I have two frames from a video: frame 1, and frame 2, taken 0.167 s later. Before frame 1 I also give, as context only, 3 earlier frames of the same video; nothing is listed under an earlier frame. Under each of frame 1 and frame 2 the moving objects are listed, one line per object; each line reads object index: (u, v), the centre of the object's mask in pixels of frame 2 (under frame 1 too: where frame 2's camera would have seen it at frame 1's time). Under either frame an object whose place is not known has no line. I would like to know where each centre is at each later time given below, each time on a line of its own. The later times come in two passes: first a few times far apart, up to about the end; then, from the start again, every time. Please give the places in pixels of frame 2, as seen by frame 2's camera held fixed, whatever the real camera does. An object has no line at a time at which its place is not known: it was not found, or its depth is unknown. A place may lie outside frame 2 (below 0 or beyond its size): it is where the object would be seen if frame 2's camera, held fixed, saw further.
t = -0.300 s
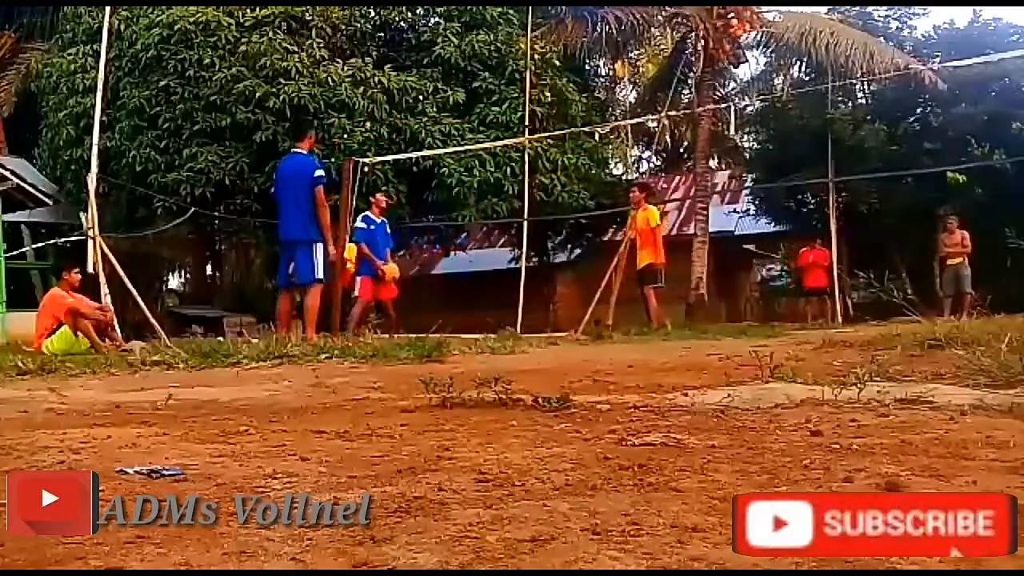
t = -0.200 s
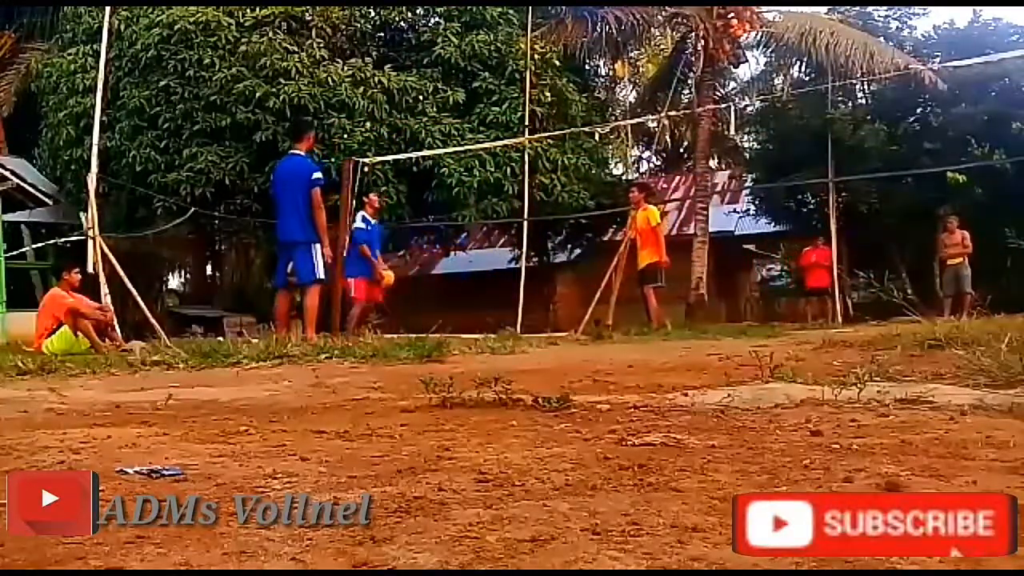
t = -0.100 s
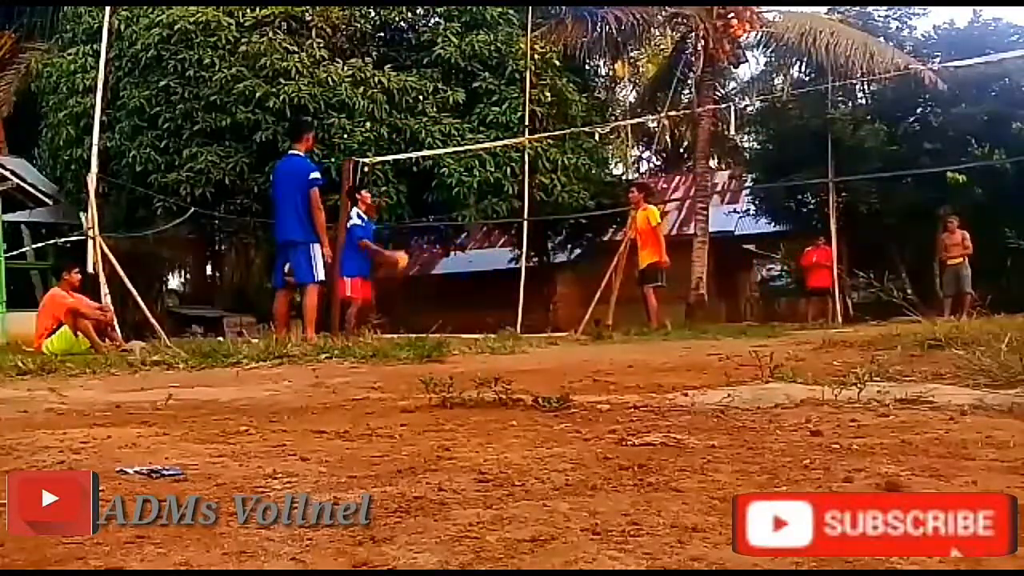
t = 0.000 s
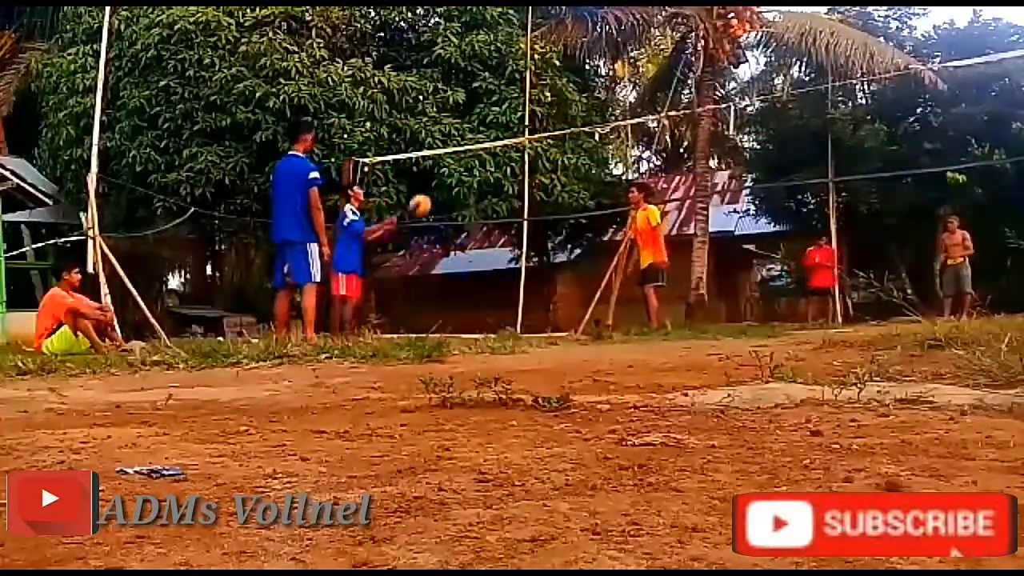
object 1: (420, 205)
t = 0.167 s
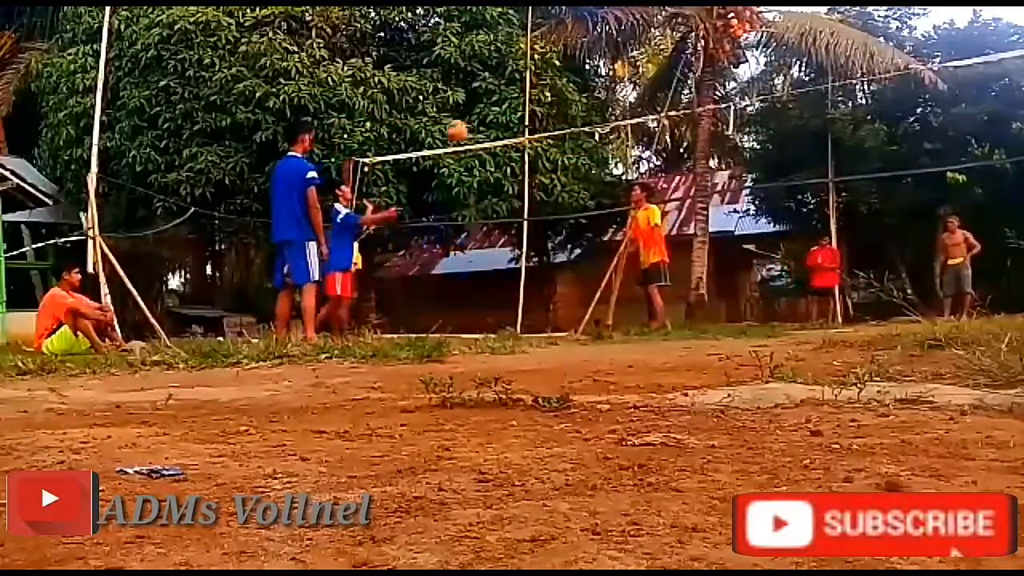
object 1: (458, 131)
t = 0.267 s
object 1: (476, 99)
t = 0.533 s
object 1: (535, 61)
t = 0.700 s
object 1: (573, 72)
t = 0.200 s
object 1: (464, 119)
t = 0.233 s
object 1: (470, 108)
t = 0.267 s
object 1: (476, 99)
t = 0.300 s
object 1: (485, 89)
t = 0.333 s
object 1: (493, 83)
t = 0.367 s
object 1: (498, 76)
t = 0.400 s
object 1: (506, 71)
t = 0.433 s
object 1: (513, 68)
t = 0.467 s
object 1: (521, 64)
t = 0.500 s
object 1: (528, 62)
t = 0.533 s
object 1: (535, 61)
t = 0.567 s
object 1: (543, 61)
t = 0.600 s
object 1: (549, 62)
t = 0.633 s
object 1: (558, 65)
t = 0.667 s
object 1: (565, 68)
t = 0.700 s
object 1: (573, 72)
